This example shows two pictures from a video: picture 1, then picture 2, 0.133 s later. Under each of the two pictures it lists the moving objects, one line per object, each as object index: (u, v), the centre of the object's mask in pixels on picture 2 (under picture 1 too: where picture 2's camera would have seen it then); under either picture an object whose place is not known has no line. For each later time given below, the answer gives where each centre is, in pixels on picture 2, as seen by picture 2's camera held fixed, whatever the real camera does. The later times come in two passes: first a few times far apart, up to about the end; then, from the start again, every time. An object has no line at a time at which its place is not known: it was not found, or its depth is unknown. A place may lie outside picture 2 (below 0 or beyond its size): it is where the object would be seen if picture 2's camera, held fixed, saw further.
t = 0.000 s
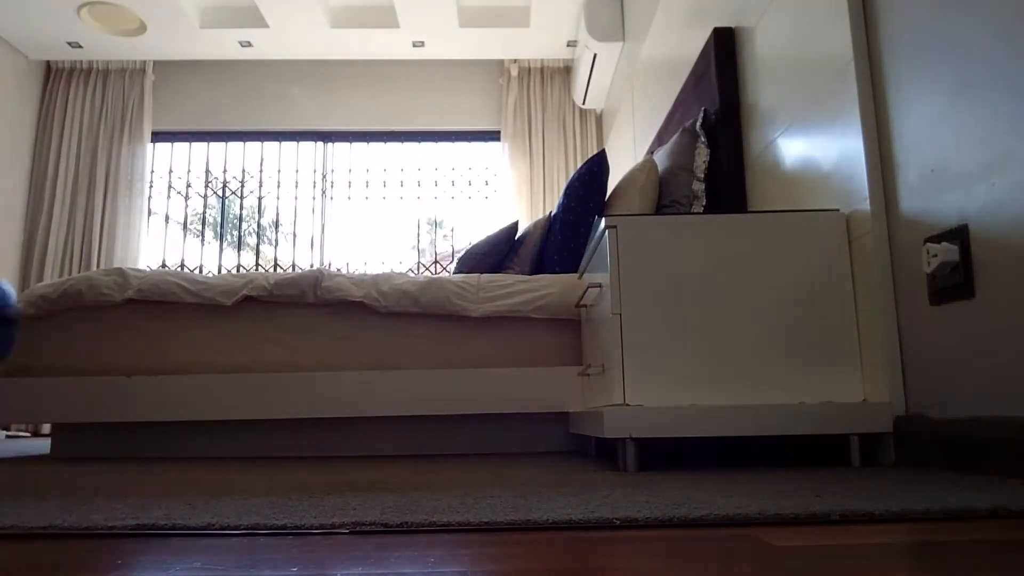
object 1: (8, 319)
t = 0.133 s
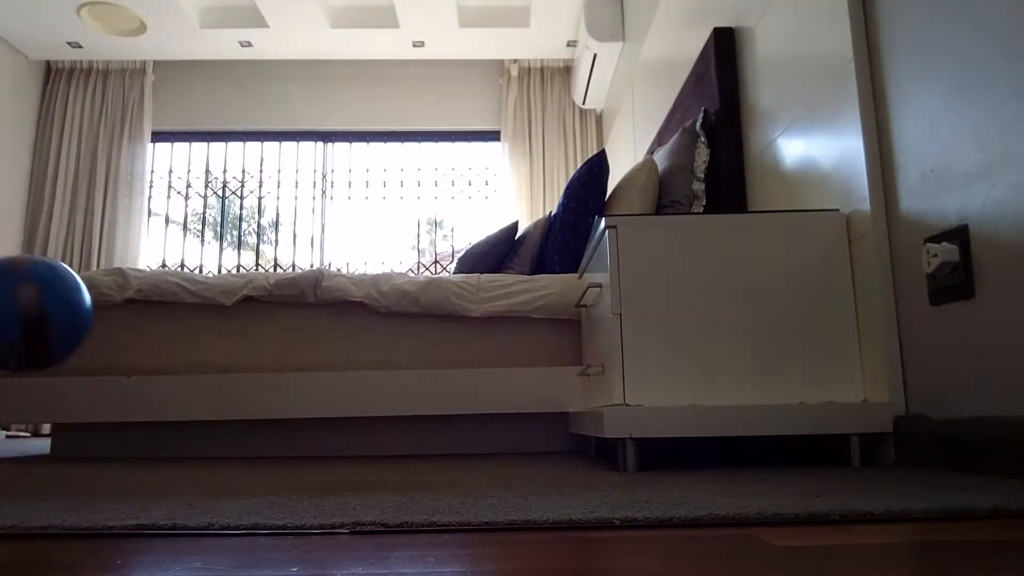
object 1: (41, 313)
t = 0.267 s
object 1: (87, 400)
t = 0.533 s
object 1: (243, 395)
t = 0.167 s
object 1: (49, 326)
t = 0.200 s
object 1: (59, 344)
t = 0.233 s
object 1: (72, 368)
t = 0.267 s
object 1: (87, 400)
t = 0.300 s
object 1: (104, 426)
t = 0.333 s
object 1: (125, 407)
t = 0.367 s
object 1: (147, 390)
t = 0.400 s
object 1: (167, 381)
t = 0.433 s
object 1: (187, 376)
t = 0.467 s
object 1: (206, 377)
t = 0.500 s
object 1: (225, 383)
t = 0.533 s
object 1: (243, 395)
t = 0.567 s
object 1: (260, 412)
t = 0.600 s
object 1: (278, 422)
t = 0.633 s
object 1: (293, 411)
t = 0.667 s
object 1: (310, 403)
